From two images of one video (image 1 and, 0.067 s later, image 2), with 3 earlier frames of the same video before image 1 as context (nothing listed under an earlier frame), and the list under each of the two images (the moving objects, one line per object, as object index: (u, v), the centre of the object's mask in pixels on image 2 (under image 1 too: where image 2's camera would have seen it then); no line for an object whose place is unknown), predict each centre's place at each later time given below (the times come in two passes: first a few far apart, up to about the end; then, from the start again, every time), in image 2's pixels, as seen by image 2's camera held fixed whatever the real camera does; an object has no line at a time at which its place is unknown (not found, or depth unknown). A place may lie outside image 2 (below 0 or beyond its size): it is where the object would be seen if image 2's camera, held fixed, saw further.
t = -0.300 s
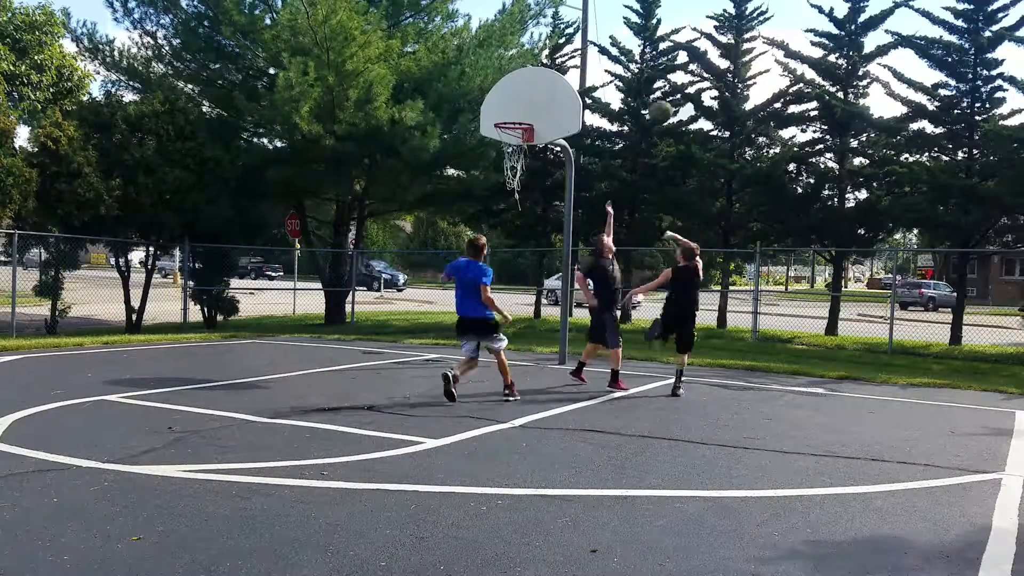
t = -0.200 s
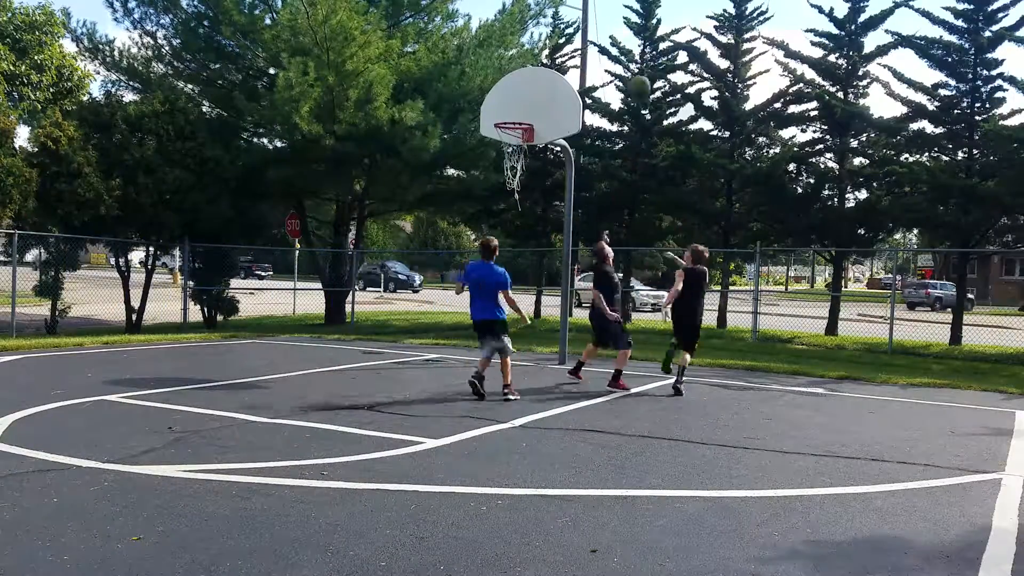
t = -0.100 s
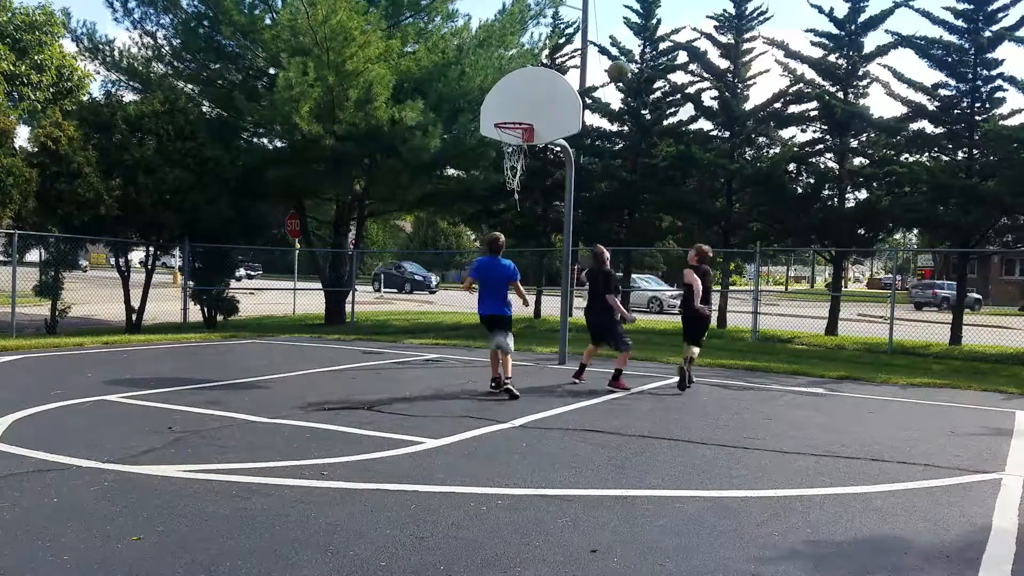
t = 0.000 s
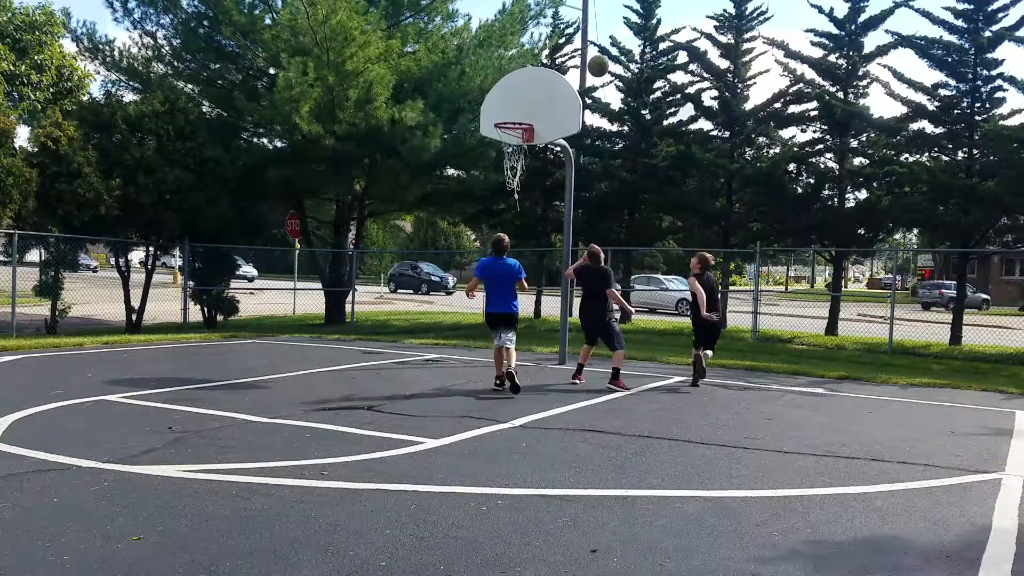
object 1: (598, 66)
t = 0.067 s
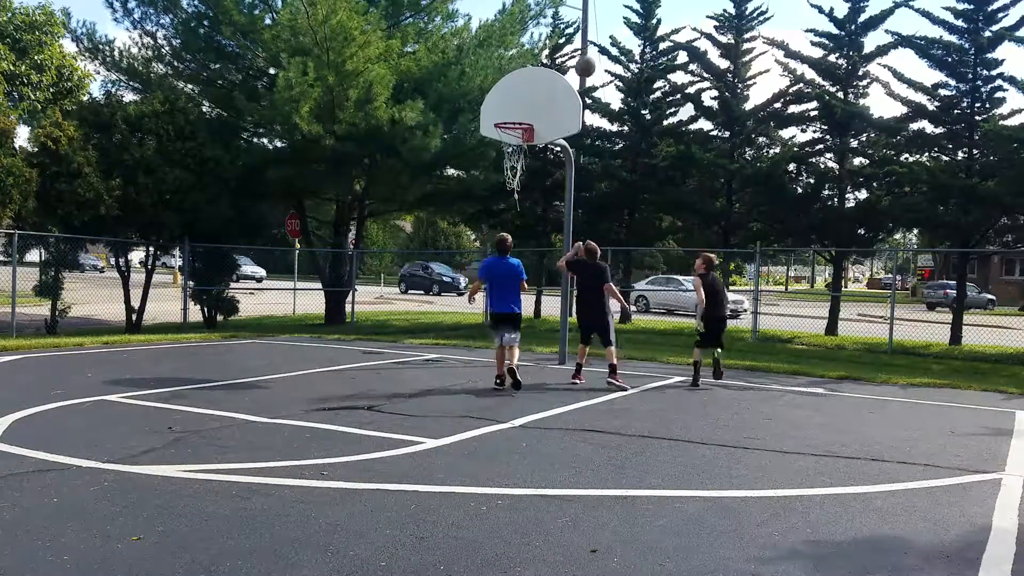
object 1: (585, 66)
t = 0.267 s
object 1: (548, 93)
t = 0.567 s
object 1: (507, 112)
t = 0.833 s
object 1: (530, 104)
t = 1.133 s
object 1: (556, 172)
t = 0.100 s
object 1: (579, 69)
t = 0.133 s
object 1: (572, 71)
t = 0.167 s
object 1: (566, 75)
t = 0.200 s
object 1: (560, 80)
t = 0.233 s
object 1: (553, 87)
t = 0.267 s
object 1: (548, 93)
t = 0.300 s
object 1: (541, 96)
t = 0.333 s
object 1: (534, 99)
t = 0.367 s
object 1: (527, 104)
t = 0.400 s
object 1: (519, 110)
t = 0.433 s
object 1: (512, 117)
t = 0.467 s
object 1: (508, 119)
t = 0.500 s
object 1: (505, 118)
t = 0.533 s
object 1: (504, 116)
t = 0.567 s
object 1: (507, 112)
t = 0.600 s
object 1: (510, 108)
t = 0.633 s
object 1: (513, 104)
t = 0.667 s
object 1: (516, 102)
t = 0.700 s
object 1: (519, 100)
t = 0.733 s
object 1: (522, 100)
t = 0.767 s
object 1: (525, 100)
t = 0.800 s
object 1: (528, 102)
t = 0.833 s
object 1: (530, 104)
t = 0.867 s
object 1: (533, 108)
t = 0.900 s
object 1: (536, 113)
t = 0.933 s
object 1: (539, 118)
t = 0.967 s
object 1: (542, 124)
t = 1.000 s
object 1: (545, 132)
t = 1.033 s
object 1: (547, 140)
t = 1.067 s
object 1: (551, 150)
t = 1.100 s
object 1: (554, 160)
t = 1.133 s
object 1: (556, 172)
